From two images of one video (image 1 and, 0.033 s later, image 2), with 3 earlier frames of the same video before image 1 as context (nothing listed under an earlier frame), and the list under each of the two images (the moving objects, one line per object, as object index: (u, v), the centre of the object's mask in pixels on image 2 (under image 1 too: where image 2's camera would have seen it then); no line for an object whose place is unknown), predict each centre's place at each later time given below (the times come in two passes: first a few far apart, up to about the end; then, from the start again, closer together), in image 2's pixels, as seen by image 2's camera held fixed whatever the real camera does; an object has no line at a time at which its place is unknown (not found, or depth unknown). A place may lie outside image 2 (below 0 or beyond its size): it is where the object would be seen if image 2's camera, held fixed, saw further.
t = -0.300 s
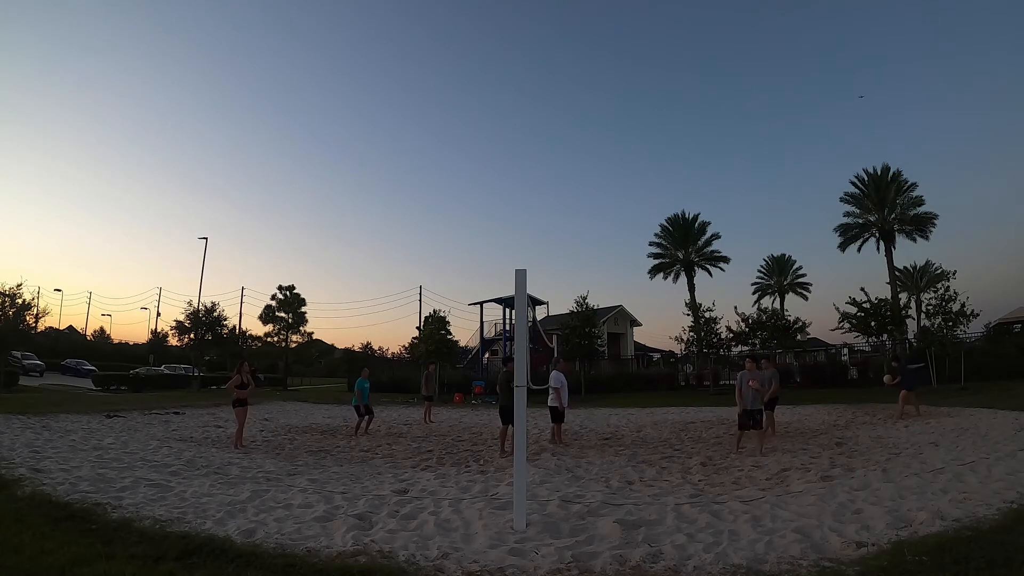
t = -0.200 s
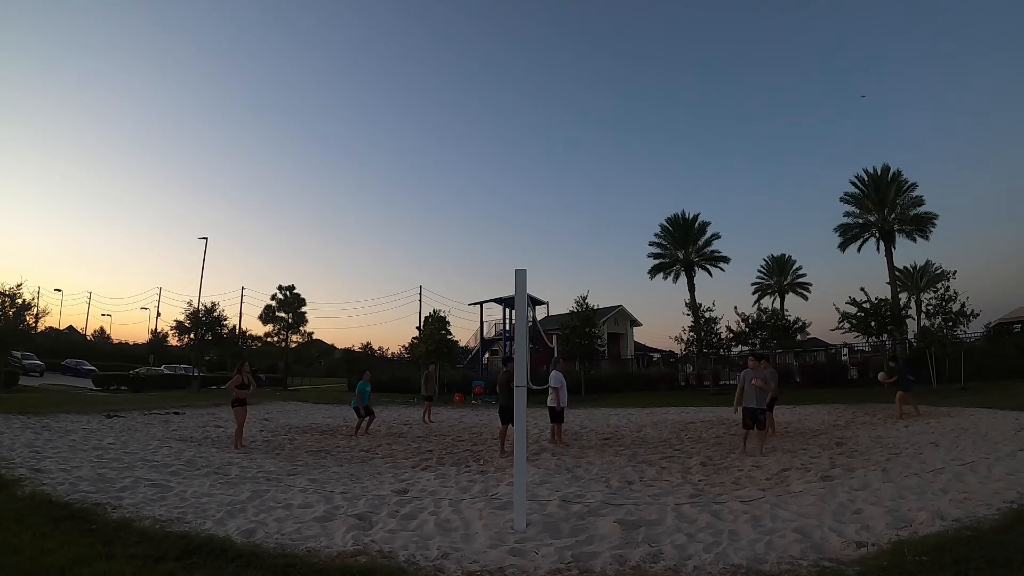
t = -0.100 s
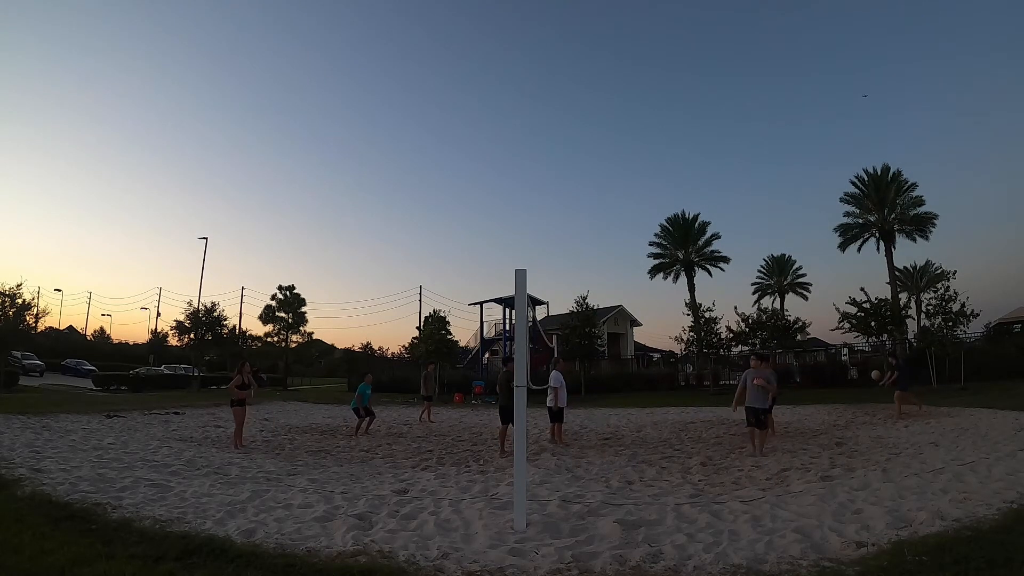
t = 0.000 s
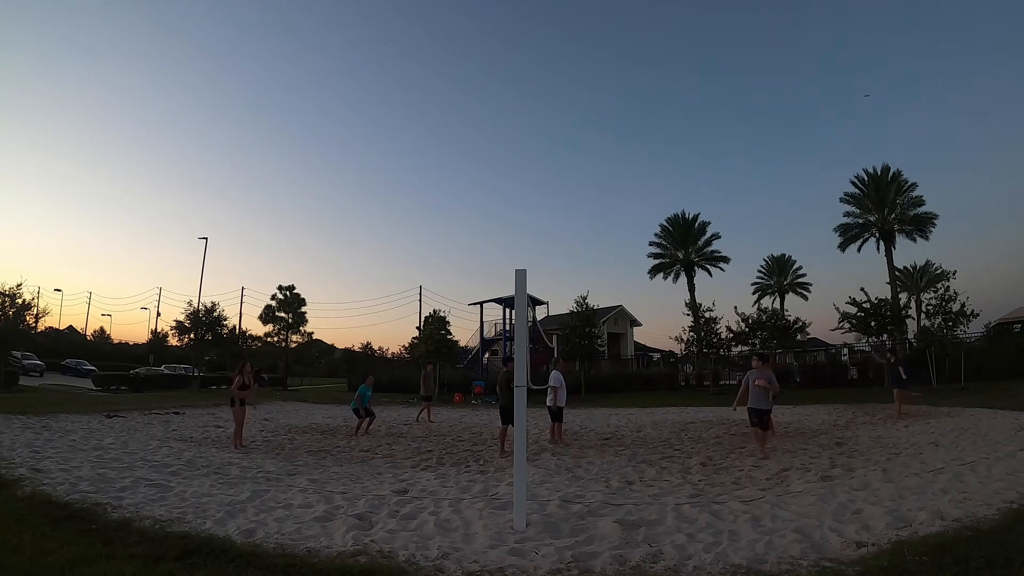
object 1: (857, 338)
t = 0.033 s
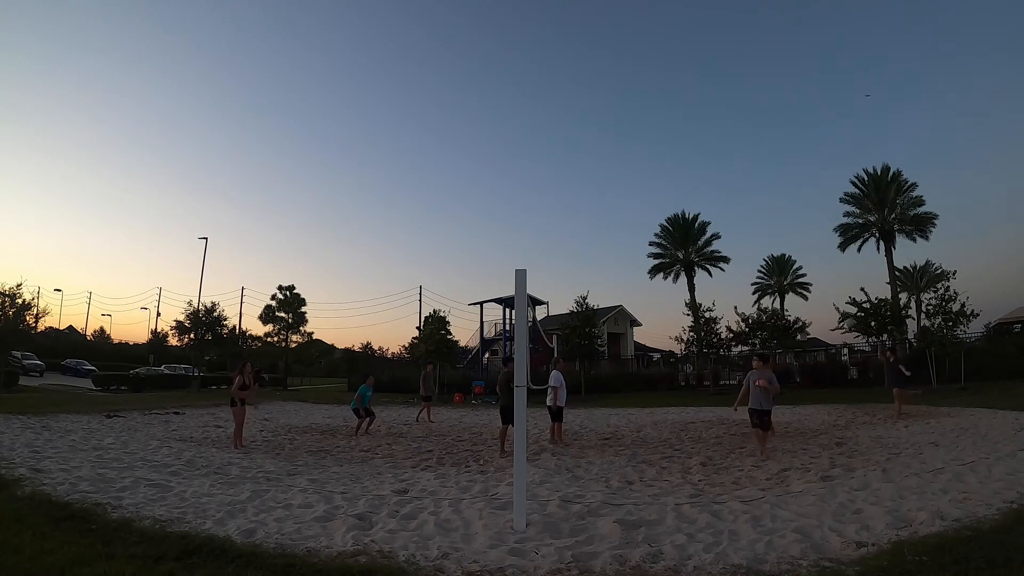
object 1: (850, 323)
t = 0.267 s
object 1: (796, 229)
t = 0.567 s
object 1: (727, 140)
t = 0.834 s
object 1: (666, 93)
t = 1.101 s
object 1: (607, 75)
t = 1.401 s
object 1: (537, 93)
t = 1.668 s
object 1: (467, 152)
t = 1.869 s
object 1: (408, 233)
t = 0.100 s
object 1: (835, 294)
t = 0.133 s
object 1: (828, 280)
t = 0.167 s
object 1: (820, 267)
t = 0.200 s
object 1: (812, 254)
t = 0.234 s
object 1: (804, 241)
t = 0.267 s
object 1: (796, 229)
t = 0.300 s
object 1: (789, 217)
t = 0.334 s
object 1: (781, 206)
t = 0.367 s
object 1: (773, 195)
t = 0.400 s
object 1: (765, 185)
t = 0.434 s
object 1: (758, 175)
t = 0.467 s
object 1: (750, 166)
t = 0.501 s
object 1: (742, 156)
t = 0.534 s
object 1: (734, 148)
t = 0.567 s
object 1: (727, 140)
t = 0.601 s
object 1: (719, 132)
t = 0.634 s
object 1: (711, 125)
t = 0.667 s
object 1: (704, 119)
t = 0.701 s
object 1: (696, 113)
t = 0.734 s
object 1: (689, 107)
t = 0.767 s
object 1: (681, 102)
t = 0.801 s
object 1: (674, 97)
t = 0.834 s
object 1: (666, 93)
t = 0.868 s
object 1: (659, 89)
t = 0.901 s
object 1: (651, 85)
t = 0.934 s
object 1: (644, 82)
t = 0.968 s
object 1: (636, 80)
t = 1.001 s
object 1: (629, 78)
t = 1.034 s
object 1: (622, 76)
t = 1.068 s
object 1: (614, 75)
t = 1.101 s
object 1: (607, 75)
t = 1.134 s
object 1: (599, 75)
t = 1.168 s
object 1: (591, 75)
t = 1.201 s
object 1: (584, 76)
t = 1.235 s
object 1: (576, 77)
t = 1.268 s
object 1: (568, 79)
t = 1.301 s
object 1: (561, 82)
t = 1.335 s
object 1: (553, 85)
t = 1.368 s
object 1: (545, 88)
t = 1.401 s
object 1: (537, 93)
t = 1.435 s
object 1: (528, 98)
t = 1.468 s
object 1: (520, 103)
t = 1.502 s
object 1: (512, 109)
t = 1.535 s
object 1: (503, 116)
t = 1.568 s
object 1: (494, 124)
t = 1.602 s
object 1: (485, 132)
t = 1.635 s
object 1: (476, 142)
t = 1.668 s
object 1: (467, 152)
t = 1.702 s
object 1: (457, 163)
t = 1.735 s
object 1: (448, 175)
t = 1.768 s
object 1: (438, 188)
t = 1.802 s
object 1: (428, 202)
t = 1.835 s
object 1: (418, 217)
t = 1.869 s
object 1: (408, 233)
